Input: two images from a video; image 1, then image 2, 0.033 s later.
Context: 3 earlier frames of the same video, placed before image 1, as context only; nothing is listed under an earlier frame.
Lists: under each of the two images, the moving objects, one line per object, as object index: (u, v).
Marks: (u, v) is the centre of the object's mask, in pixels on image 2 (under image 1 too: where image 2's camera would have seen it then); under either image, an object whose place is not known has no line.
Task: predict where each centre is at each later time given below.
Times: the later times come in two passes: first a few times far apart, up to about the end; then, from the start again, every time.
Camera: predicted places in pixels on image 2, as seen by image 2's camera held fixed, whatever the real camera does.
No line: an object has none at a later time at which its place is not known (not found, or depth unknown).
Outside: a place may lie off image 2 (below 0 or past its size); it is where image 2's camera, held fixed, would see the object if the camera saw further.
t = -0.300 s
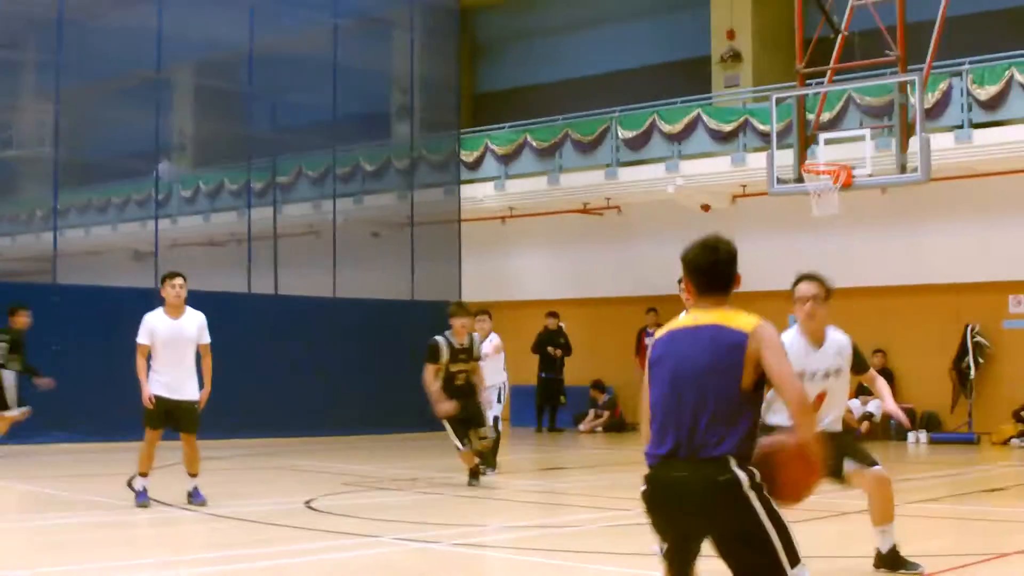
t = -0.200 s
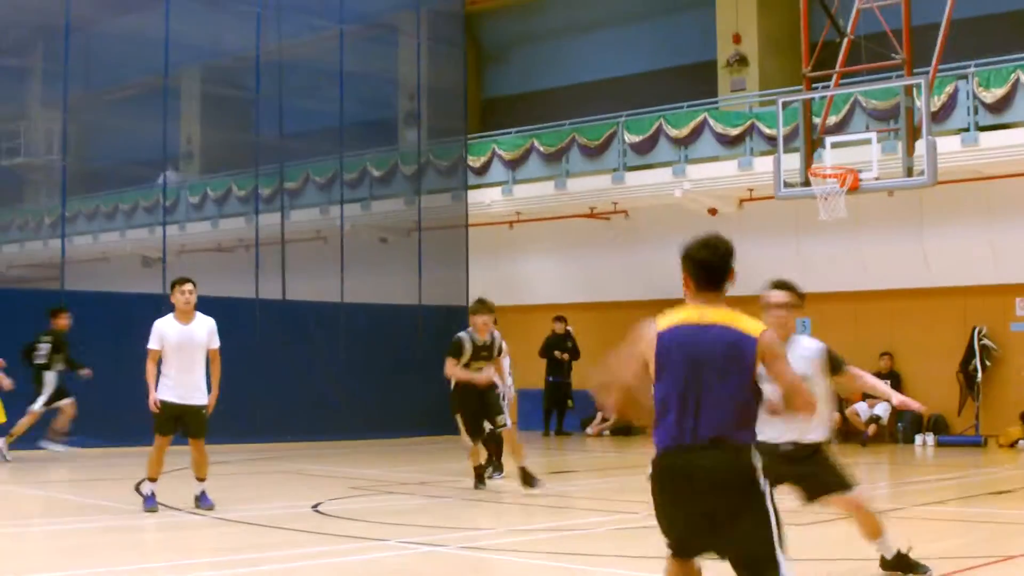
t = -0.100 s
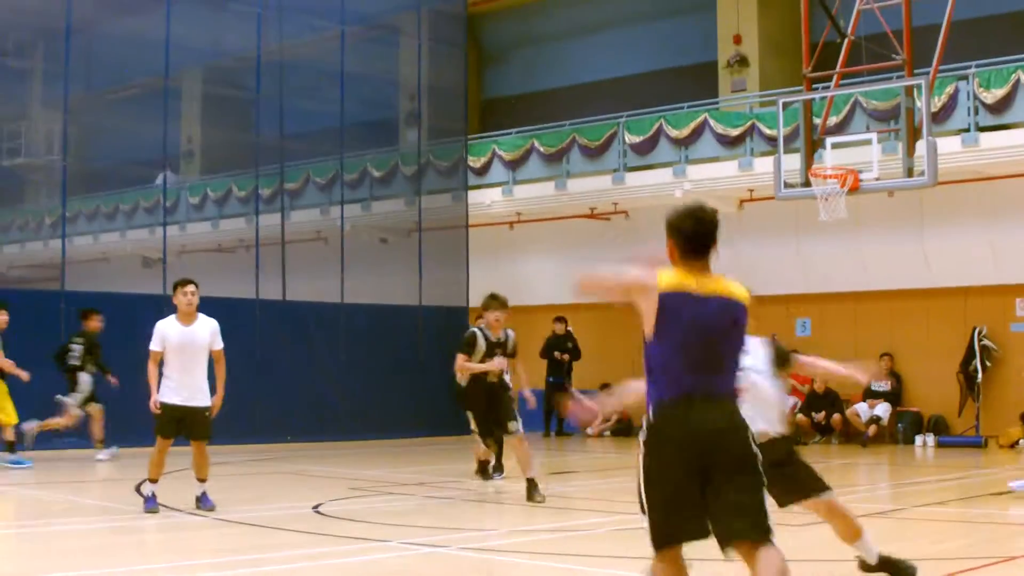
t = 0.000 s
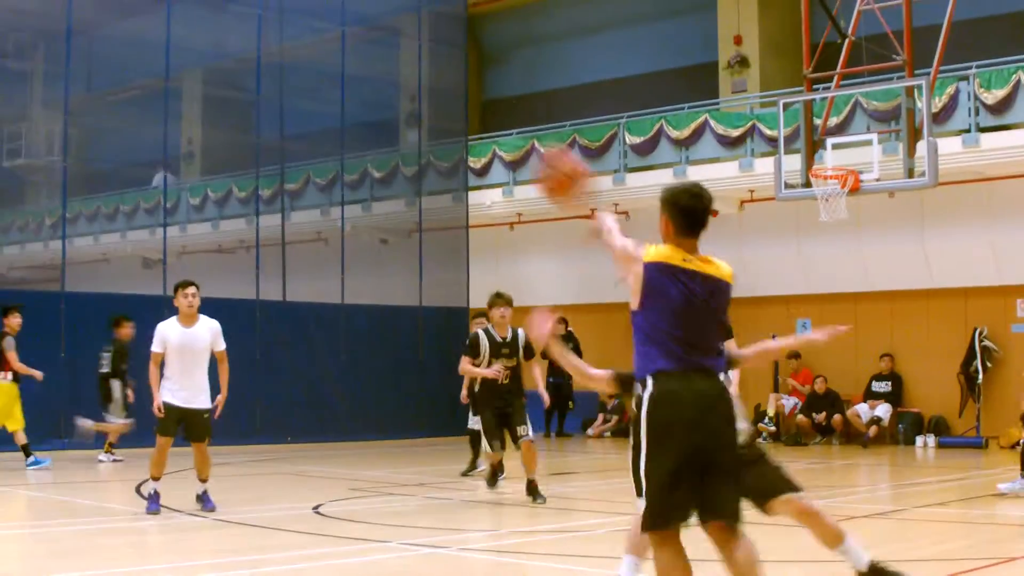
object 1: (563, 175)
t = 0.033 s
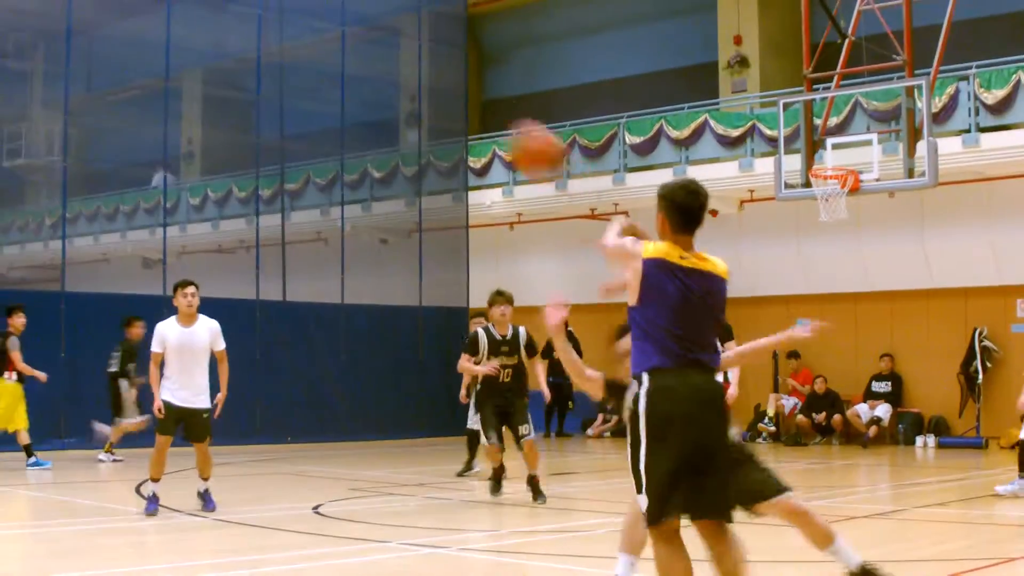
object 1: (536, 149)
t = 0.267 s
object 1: (392, 63)
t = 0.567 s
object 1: (279, 83)
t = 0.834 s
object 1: (210, 168)
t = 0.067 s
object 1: (510, 128)
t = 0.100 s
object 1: (487, 110)
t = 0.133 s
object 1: (467, 98)
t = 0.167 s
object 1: (447, 86)
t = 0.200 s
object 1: (428, 76)
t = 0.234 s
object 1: (411, 68)
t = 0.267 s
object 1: (392, 63)
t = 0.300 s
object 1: (378, 59)
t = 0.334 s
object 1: (363, 57)
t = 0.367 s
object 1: (349, 57)
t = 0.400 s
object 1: (335, 59)
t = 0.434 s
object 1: (323, 61)
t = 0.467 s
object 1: (311, 66)
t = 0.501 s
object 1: (300, 71)
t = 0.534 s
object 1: (289, 77)
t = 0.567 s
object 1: (279, 83)
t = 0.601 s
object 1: (268, 91)
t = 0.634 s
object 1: (259, 101)
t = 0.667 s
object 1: (250, 110)
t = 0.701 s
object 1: (241, 120)
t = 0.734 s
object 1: (233, 129)
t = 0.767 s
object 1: (225, 144)
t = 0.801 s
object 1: (217, 155)
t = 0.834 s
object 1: (210, 168)
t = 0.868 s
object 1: (201, 181)
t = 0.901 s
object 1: (195, 196)
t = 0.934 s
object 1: (188, 210)
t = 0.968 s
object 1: (181, 226)
